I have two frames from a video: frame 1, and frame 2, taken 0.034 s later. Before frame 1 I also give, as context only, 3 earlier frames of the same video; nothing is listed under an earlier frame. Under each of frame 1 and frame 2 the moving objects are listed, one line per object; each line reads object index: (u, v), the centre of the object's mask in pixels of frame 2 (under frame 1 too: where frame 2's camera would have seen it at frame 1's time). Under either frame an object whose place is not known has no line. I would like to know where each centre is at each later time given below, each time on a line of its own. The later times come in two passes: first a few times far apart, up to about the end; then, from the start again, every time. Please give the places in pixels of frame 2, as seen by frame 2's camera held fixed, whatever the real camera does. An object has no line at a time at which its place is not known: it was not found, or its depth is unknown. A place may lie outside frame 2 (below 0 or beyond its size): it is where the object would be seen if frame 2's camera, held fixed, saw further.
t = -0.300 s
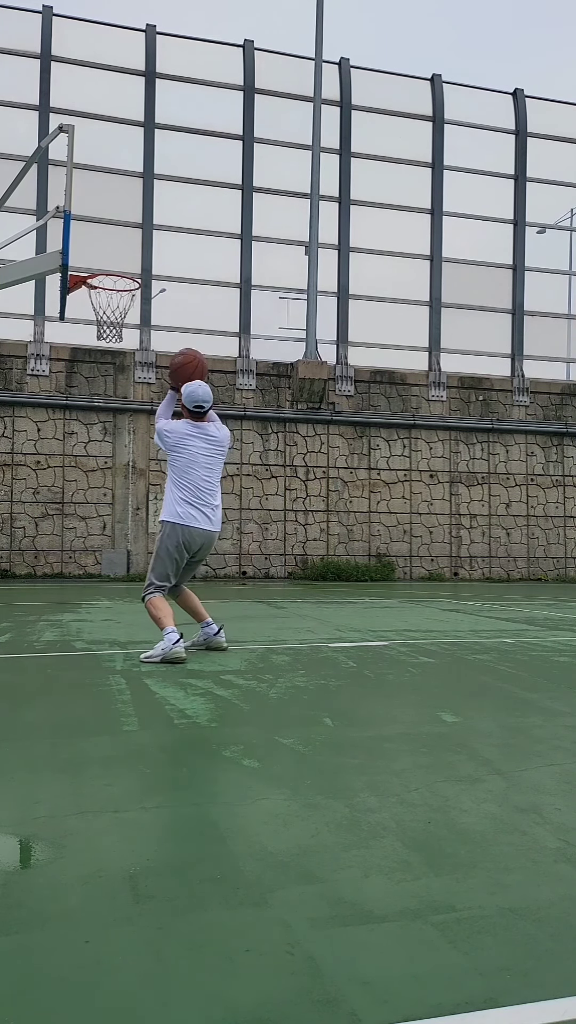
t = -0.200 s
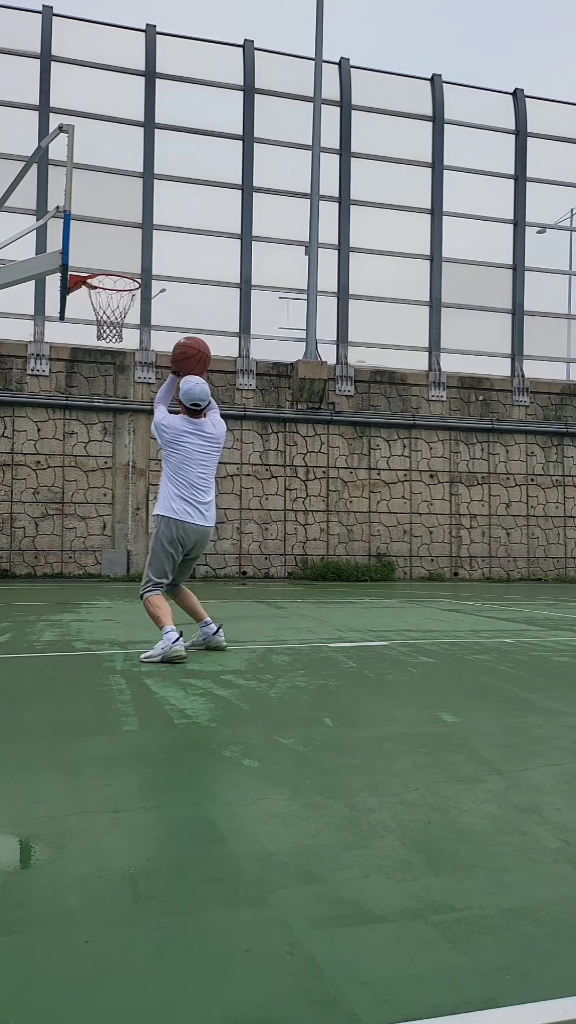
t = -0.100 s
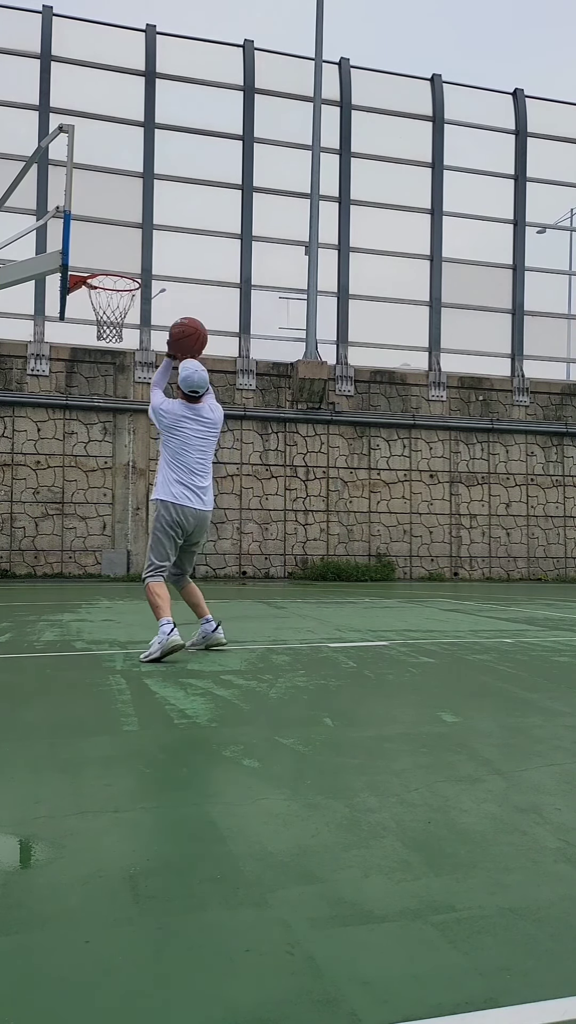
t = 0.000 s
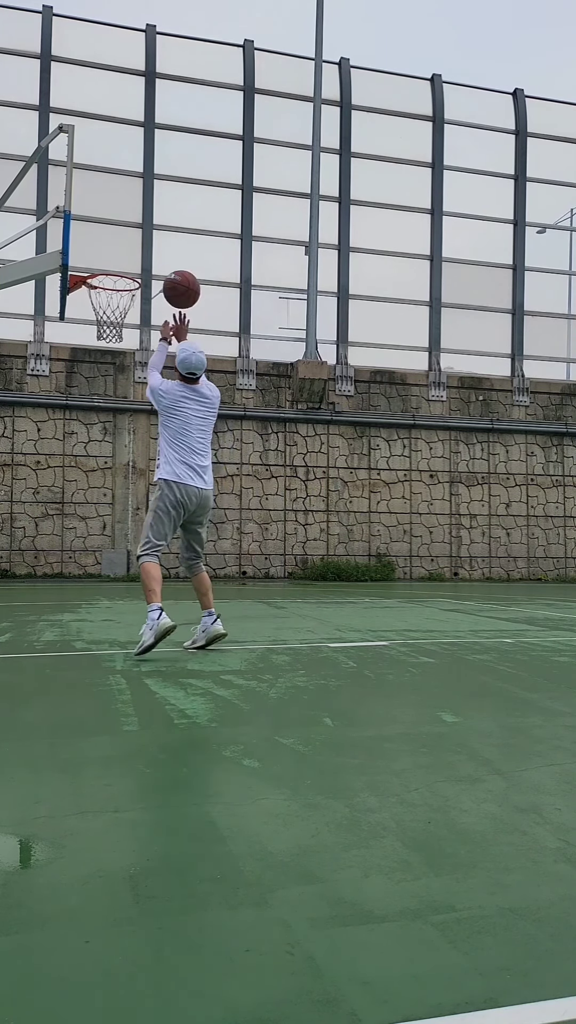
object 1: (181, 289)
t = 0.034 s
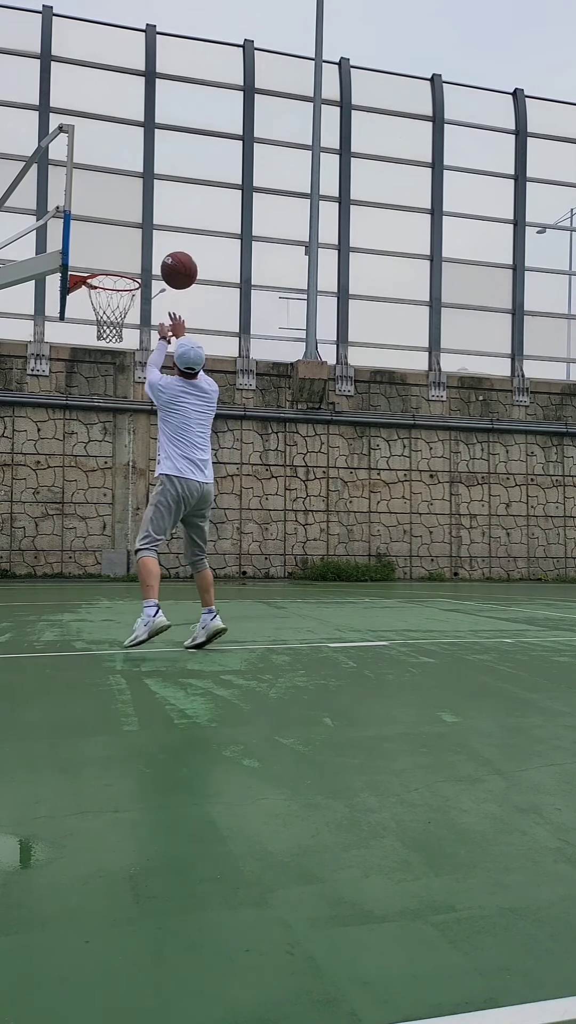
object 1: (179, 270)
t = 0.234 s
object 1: (165, 200)
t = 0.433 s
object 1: (153, 191)
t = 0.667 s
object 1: (141, 242)
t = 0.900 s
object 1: (155, 261)
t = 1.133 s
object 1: (179, 301)
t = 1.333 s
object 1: (198, 379)
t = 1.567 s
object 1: (216, 518)
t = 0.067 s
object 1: (176, 254)
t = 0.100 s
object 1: (174, 239)
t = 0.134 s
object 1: (172, 226)
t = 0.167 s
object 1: (170, 215)
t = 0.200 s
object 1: (167, 207)
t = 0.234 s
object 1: (165, 200)
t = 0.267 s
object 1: (164, 195)
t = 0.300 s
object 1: (161, 191)
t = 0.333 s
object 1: (159, 189)
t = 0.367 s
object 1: (157, 189)
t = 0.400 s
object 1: (155, 189)
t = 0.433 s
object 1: (153, 191)
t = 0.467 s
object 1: (151, 195)
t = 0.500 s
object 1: (150, 200)
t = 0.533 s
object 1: (148, 207)
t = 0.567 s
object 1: (146, 214)
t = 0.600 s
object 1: (144, 222)
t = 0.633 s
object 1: (143, 232)
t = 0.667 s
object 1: (141, 242)
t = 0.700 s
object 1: (139, 254)
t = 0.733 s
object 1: (138, 266)
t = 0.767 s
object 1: (141, 264)
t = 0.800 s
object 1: (144, 261)
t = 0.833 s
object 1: (148, 260)
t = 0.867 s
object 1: (152, 260)
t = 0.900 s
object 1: (155, 261)
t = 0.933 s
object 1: (159, 263)
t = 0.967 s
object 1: (163, 266)
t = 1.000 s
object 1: (166, 271)
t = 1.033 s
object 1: (169, 277)
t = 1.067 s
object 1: (173, 284)
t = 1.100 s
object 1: (176, 292)
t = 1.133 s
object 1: (179, 301)
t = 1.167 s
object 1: (182, 311)
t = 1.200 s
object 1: (185, 323)
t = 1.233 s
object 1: (189, 335)
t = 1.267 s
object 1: (192, 349)
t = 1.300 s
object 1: (195, 364)
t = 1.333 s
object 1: (198, 379)
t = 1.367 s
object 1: (200, 396)
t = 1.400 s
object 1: (203, 414)
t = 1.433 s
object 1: (206, 433)
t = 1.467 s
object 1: (209, 452)
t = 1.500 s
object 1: (211, 474)
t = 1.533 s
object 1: (214, 496)
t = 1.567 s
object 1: (216, 518)
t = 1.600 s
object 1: (219, 542)
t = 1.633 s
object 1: (221, 566)
